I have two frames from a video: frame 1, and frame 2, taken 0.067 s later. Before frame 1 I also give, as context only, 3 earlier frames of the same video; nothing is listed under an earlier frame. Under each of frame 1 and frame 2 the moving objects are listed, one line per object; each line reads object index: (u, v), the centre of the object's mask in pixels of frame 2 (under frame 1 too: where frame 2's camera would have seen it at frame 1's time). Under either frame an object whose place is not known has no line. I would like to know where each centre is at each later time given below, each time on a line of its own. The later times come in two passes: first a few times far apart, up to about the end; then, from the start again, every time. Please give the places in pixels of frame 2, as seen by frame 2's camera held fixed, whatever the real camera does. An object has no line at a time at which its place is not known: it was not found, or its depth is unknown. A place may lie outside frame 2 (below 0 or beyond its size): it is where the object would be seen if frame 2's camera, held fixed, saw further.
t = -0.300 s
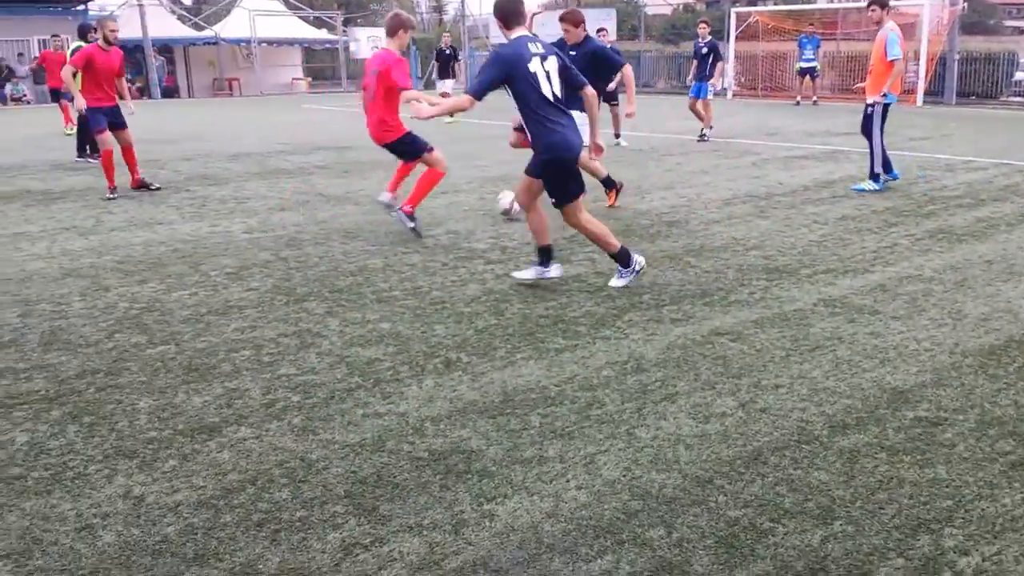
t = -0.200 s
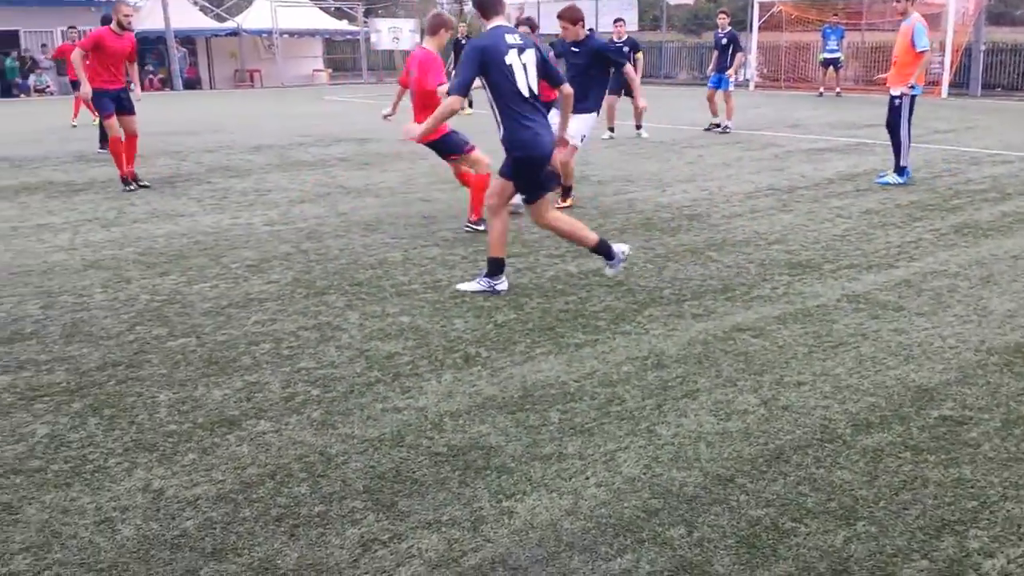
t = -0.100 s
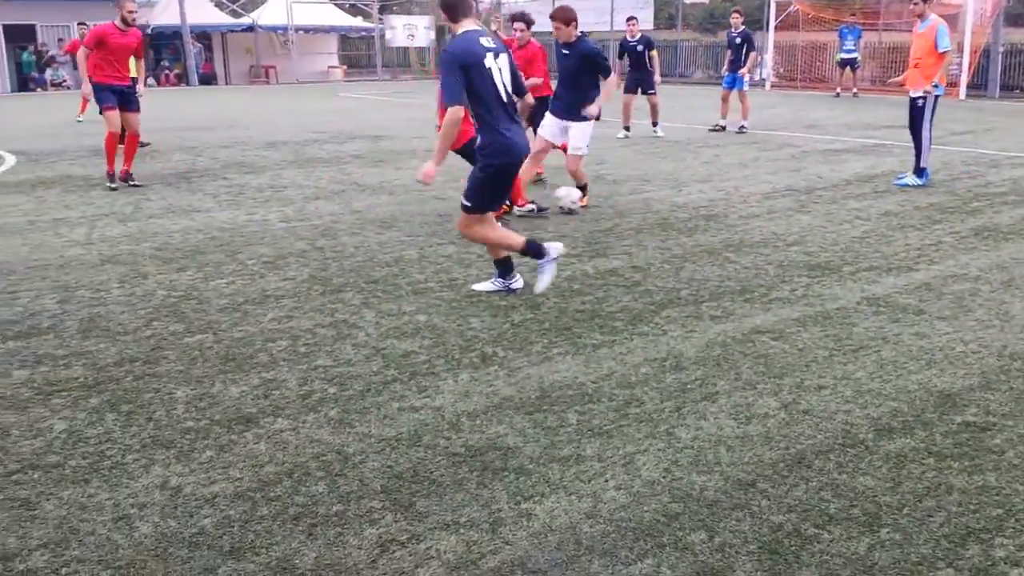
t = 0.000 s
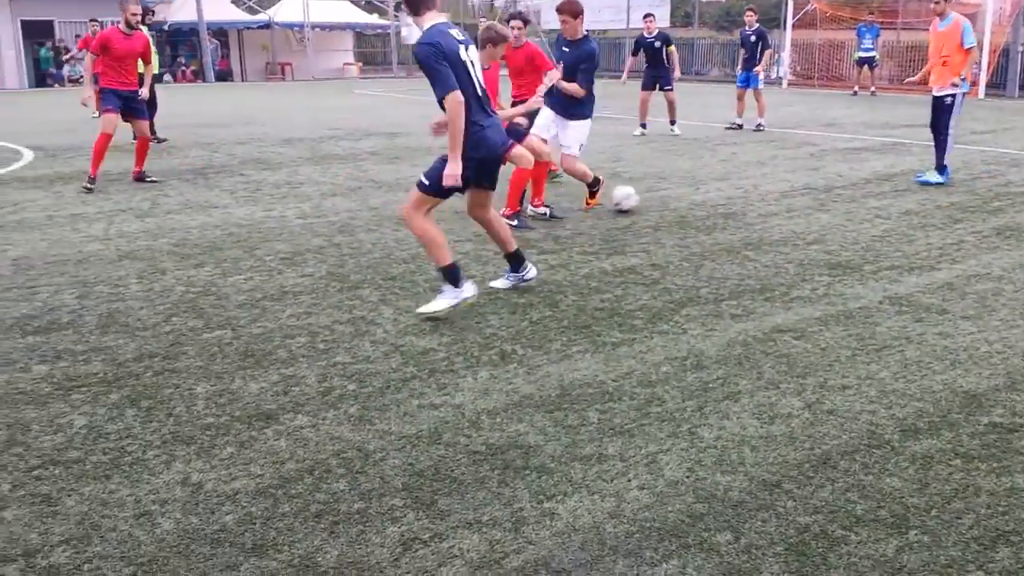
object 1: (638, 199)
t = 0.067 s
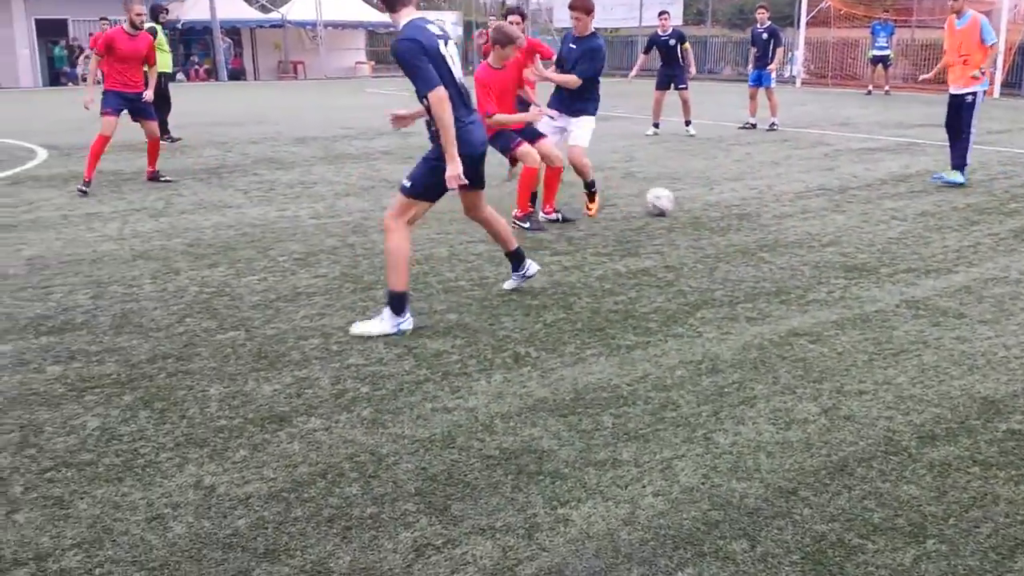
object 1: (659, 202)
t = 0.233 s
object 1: (715, 205)
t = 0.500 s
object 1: (805, 213)
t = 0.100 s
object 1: (670, 202)
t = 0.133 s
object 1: (682, 203)
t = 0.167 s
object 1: (694, 204)
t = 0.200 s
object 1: (704, 206)
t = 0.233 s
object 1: (715, 205)
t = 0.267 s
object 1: (726, 206)
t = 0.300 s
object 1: (737, 208)
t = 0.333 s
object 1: (748, 209)
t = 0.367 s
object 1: (759, 209)
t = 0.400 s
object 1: (770, 211)
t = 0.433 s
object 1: (781, 211)
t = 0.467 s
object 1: (793, 212)
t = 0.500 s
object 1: (805, 213)
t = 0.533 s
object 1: (816, 213)
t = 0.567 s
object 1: (828, 214)
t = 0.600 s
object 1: (839, 216)
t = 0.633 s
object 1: (851, 216)
